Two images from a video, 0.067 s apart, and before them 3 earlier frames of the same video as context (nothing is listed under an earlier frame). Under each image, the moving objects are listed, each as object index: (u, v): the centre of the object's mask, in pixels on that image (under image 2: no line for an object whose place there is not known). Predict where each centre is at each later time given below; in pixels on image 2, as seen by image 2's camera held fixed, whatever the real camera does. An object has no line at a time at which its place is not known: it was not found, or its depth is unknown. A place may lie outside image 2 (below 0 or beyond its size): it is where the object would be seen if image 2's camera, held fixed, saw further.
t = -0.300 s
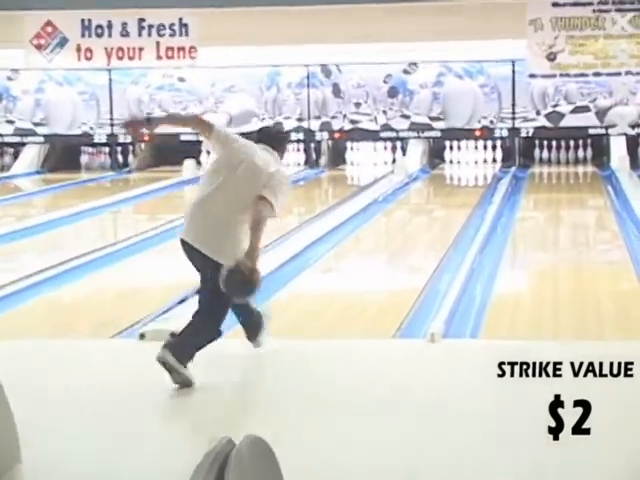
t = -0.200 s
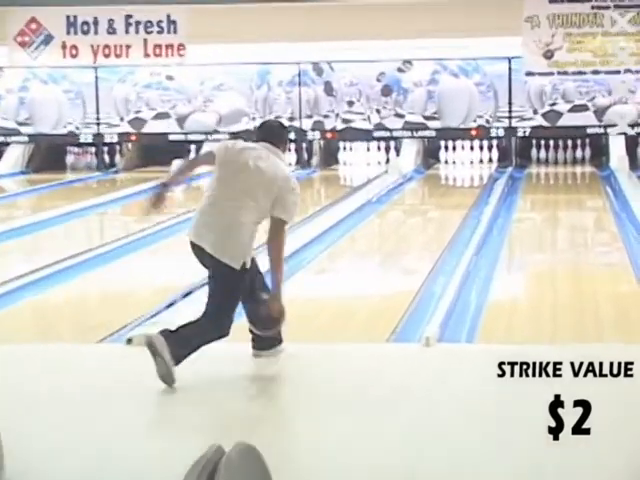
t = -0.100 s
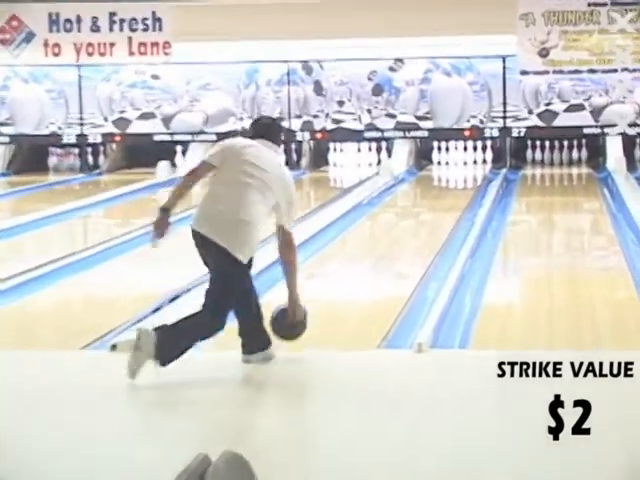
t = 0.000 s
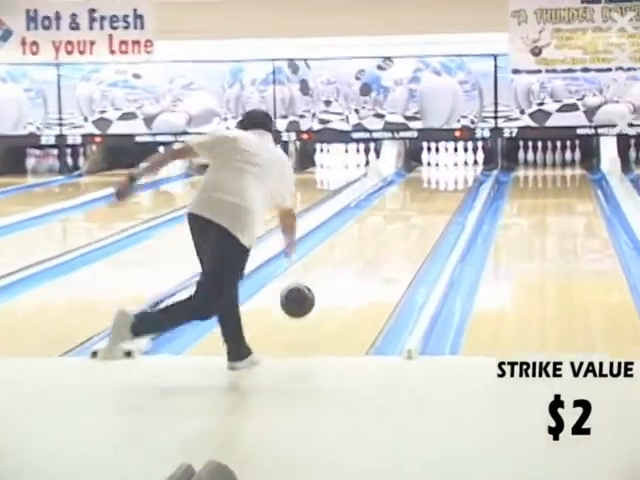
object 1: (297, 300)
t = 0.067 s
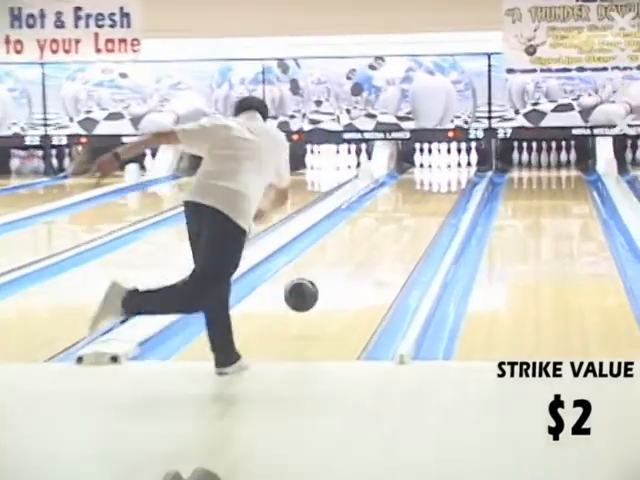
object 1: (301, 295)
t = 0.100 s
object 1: (307, 293)
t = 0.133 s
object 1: (313, 292)
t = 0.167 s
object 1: (319, 294)
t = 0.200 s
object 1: (325, 296)
